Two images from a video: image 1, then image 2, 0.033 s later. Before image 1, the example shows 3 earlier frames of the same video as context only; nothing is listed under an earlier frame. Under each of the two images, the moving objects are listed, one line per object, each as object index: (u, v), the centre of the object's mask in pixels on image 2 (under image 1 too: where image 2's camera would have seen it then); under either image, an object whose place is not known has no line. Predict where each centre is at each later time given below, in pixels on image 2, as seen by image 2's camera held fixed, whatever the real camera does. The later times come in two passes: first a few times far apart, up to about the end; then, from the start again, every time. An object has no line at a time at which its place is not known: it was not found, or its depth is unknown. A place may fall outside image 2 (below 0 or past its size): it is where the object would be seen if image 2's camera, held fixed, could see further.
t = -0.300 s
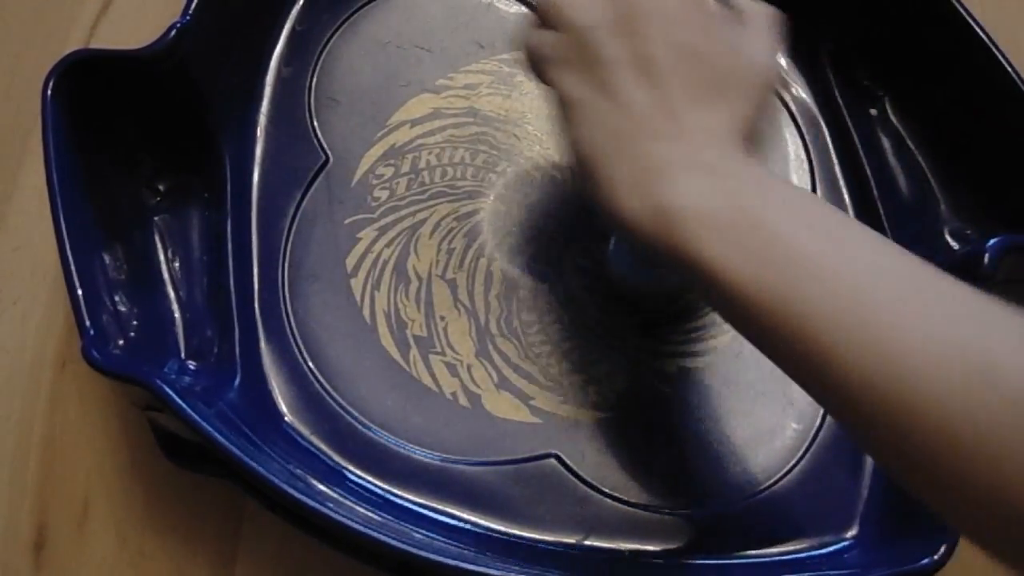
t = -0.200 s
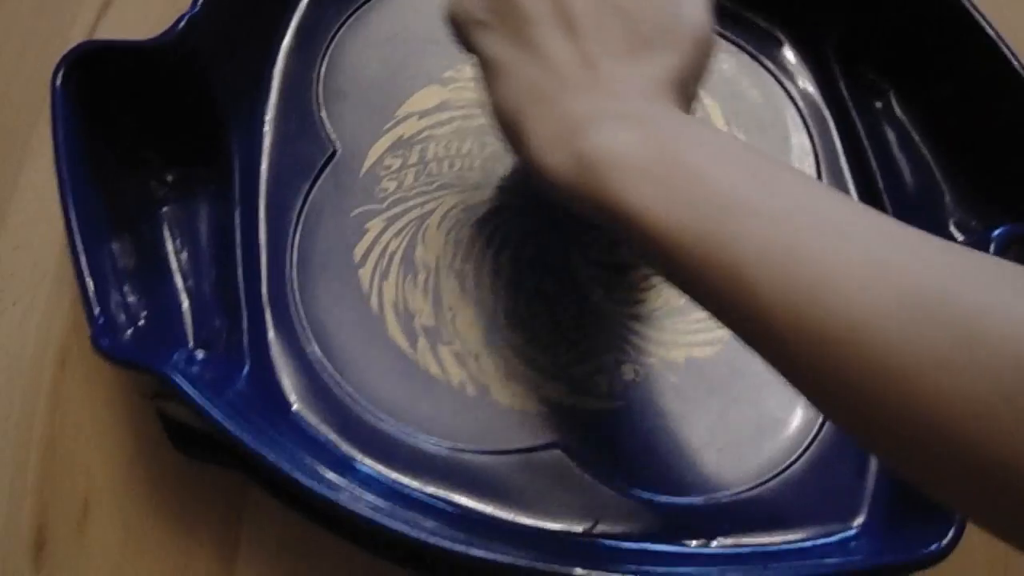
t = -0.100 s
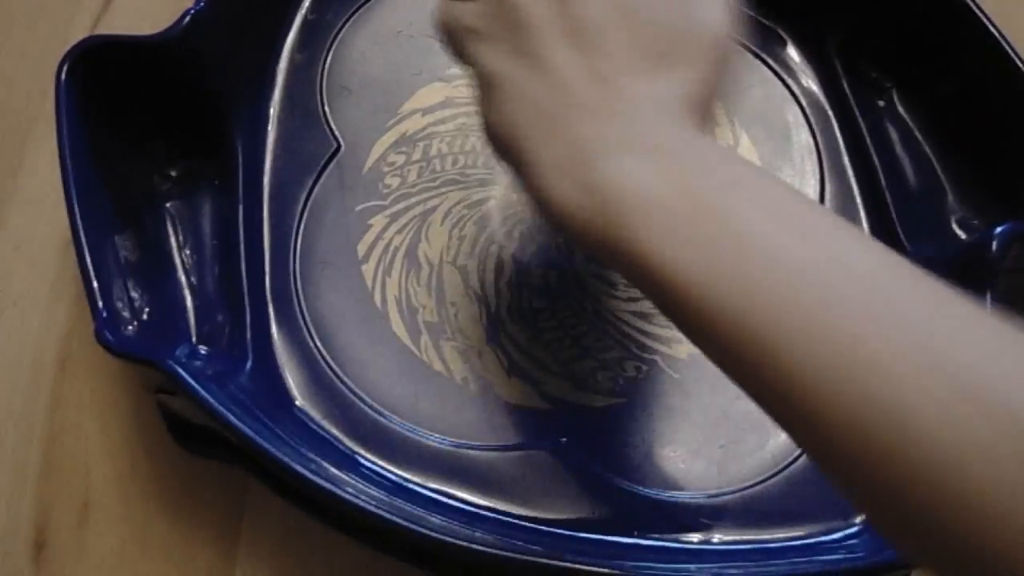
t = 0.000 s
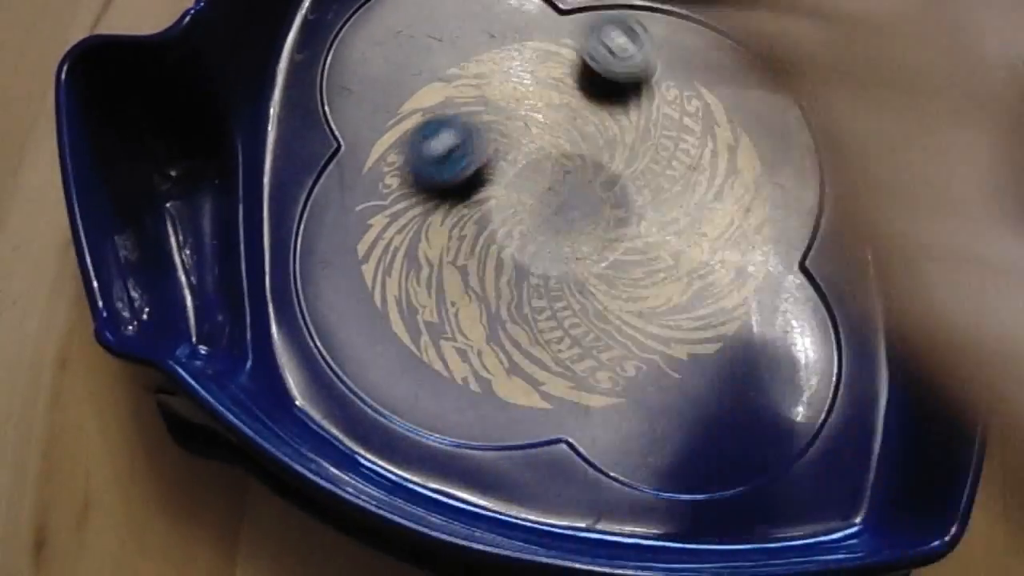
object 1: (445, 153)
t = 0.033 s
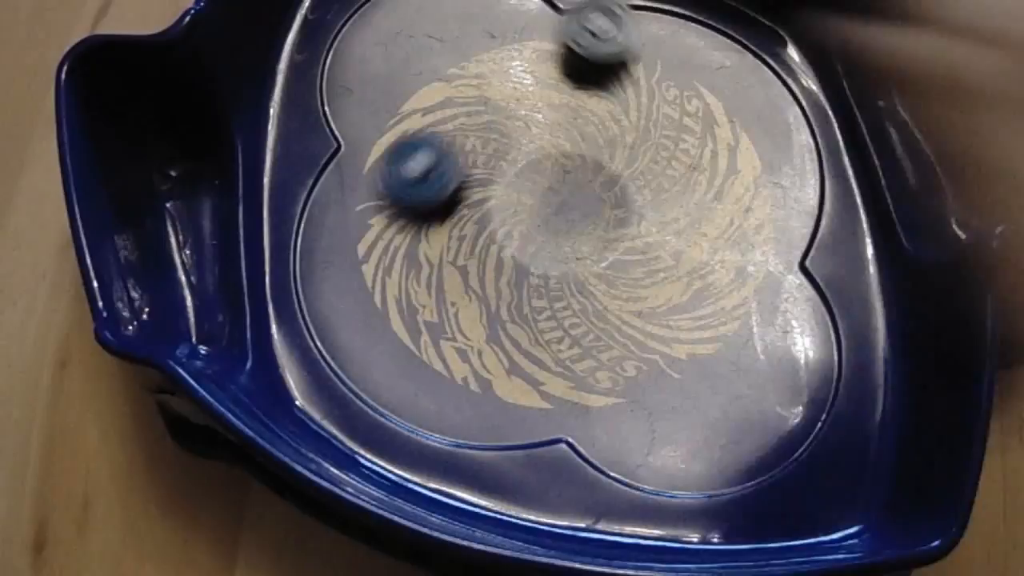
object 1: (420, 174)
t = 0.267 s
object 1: (395, 399)
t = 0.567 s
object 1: (751, 427)
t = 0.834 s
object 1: (797, 144)
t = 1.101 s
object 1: (510, 24)
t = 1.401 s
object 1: (296, 203)
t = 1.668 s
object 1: (514, 447)
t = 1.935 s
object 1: (847, 287)
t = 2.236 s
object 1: (641, 44)
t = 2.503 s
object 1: (339, 71)
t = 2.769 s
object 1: (345, 296)
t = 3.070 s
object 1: (718, 396)
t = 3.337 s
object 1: (787, 172)
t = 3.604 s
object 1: (533, 36)
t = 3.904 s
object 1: (289, 174)
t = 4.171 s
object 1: (433, 405)
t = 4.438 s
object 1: (751, 346)
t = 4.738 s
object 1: (747, 93)
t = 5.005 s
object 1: (530, 9)
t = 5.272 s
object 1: (329, 123)
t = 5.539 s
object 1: (373, 289)
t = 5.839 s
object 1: (648, 306)
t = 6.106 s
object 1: (737, 107)
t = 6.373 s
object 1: (575, 11)
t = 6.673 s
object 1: (374, 109)
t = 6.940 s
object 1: (395, 413)
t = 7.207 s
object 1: (700, 451)
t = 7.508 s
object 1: (823, 224)
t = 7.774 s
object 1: (623, 90)
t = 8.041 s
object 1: (398, 131)
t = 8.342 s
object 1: (321, 326)
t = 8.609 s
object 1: (541, 438)
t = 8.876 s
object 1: (727, 274)
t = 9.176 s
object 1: (674, 69)
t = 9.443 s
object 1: (493, 28)
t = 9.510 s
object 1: (446, 34)
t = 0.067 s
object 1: (399, 200)
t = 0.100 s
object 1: (384, 230)
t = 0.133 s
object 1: (373, 260)
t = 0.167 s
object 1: (369, 295)
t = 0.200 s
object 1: (370, 329)
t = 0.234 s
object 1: (378, 365)
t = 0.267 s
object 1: (395, 399)
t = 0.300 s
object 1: (422, 433)
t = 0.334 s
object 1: (458, 455)
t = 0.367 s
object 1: (499, 474)
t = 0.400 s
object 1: (541, 486)
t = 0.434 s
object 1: (582, 488)
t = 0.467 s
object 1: (625, 485)
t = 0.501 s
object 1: (667, 472)
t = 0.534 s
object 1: (712, 451)
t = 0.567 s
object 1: (751, 427)
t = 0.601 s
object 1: (786, 396)
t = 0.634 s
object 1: (815, 361)
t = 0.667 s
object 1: (839, 323)
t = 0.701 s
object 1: (848, 281)
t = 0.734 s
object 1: (852, 244)
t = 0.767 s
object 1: (840, 210)
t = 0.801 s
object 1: (821, 177)
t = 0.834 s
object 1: (797, 144)
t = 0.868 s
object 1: (768, 115)
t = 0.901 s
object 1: (742, 87)
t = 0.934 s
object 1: (706, 61)
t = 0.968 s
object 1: (671, 39)
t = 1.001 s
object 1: (632, 24)
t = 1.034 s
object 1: (591, 16)
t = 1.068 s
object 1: (548, 15)
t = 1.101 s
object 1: (510, 24)
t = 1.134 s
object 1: (472, 32)
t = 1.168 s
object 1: (432, 39)
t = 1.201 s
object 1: (392, 53)
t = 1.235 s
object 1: (355, 69)
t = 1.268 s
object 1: (318, 96)
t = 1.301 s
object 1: (288, 114)
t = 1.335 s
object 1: (293, 144)
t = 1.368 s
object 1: (294, 172)
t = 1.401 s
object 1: (296, 203)
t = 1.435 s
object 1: (305, 239)
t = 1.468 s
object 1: (314, 272)
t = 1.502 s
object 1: (330, 302)
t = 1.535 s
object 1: (354, 336)
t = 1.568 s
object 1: (384, 370)
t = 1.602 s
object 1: (417, 401)
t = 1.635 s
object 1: (465, 429)
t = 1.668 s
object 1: (514, 447)
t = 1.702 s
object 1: (564, 446)
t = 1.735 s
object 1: (617, 437)
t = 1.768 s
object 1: (667, 427)
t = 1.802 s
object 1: (717, 411)
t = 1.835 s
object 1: (760, 384)
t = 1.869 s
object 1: (798, 353)
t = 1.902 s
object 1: (829, 322)
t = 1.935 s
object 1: (847, 287)
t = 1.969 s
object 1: (853, 252)
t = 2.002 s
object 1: (832, 222)
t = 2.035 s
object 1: (810, 192)
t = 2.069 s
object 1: (788, 164)
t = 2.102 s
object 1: (763, 136)
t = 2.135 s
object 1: (737, 110)
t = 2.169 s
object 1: (706, 84)
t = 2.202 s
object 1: (673, 61)
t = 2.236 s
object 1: (641, 44)
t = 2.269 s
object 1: (604, 30)
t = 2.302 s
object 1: (565, 24)
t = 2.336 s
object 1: (527, 23)
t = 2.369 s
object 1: (488, 23)
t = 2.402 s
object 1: (449, 29)
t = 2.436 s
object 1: (411, 37)
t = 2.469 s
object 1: (374, 48)
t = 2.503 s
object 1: (339, 71)
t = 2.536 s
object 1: (309, 95)
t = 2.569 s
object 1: (288, 116)
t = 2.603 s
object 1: (292, 146)
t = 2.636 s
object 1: (293, 173)
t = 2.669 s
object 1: (301, 206)
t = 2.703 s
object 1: (313, 238)
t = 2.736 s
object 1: (328, 268)
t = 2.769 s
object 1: (345, 296)
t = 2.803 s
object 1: (372, 327)
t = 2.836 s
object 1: (403, 358)
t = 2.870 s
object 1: (439, 387)
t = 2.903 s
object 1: (482, 406)
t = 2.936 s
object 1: (528, 420)
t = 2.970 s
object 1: (575, 423)
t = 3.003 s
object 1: (626, 421)
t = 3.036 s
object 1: (672, 412)
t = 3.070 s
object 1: (718, 396)
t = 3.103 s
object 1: (758, 375)
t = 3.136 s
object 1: (794, 349)
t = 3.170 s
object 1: (827, 317)
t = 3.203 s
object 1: (842, 286)
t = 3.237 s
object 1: (850, 259)
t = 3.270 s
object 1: (835, 232)
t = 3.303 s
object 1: (810, 205)
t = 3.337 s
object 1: (787, 172)
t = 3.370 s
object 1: (759, 145)
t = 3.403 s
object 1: (732, 119)
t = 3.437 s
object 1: (702, 94)
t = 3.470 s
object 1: (670, 74)
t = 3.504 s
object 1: (640, 59)
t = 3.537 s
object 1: (607, 45)
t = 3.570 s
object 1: (570, 43)
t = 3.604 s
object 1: (533, 36)
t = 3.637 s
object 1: (497, 40)
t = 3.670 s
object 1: (461, 45)
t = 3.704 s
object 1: (428, 55)
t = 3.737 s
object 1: (393, 69)
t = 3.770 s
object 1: (362, 87)
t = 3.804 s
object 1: (328, 109)
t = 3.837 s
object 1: (311, 129)
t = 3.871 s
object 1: (299, 158)
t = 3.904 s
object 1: (289, 174)
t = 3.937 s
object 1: (294, 203)
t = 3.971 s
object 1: (302, 232)
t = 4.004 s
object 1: (314, 260)
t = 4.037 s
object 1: (327, 290)
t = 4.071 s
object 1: (347, 321)
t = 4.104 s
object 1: (371, 352)
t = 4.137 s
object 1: (400, 381)
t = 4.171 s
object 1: (433, 405)
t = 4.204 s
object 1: (478, 424)
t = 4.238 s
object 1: (517, 436)
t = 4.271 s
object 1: (560, 438)
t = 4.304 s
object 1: (606, 424)
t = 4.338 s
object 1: (647, 411)
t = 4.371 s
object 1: (685, 395)
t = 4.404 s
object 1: (721, 372)
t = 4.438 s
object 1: (751, 346)
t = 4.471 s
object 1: (777, 316)
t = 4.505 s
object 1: (796, 286)
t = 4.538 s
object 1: (801, 259)
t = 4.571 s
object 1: (793, 228)
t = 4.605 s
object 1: (783, 203)
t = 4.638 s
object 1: (776, 173)
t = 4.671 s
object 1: (768, 147)
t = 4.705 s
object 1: (760, 120)
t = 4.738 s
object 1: (747, 93)
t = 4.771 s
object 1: (728, 68)
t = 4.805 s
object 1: (707, 43)
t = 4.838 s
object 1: (684, 26)
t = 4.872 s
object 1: (655, 15)
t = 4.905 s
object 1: (623, 10)
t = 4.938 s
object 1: (588, 9)
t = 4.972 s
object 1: (560, 8)
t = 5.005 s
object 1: (530, 9)
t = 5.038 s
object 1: (498, 11)
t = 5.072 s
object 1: (467, 19)
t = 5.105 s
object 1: (439, 25)
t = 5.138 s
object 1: (411, 34)
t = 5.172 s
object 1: (384, 51)
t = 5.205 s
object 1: (360, 74)
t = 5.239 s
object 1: (340, 98)
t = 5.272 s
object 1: (329, 123)
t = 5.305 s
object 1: (325, 145)
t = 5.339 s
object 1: (326, 163)
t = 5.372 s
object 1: (326, 176)
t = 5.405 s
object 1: (328, 195)
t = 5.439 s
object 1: (333, 217)
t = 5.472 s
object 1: (341, 241)
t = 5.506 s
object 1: (354, 266)
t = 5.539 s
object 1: (373, 289)
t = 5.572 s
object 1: (398, 311)
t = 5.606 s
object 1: (424, 329)
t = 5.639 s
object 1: (456, 340)
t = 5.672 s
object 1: (491, 347)
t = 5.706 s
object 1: (523, 350)
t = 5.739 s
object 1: (558, 346)
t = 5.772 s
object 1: (590, 338)
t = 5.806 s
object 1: (620, 324)
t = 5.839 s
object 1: (648, 306)
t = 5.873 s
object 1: (673, 287)
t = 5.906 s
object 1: (694, 263)
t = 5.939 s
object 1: (713, 239)
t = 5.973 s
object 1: (725, 214)
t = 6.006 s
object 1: (736, 187)
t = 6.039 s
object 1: (741, 161)
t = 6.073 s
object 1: (742, 133)
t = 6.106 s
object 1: (737, 107)
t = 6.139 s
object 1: (727, 83)
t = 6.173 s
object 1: (715, 57)
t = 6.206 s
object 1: (699, 39)
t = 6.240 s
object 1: (677, 27)
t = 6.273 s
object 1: (652, 21)
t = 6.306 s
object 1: (624, 15)
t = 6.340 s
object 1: (602, 12)
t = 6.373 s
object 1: (575, 11)
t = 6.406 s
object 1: (550, 12)
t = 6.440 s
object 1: (524, 14)
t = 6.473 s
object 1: (501, 18)
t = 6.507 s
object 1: (477, 23)
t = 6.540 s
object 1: (451, 30)
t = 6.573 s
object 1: (427, 43)
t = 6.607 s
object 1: (407, 62)
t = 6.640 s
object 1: (389, 86)
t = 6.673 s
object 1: (374, 109)
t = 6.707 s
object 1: (342, 143)
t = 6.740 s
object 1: (313, 185)
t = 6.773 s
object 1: (303, 229)
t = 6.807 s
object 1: (305, 274)
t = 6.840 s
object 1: (322, 313)
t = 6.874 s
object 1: (343, 349)
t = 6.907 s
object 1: (368, 380)
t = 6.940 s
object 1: (395, 413)
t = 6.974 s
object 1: (430, 435)
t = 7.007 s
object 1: (473, 449)
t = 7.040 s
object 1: (514, 461)
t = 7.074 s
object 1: (554, 469)
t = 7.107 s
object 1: (589, 469)
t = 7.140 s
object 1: (627, 467)
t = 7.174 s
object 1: (664, 460)
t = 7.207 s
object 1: (700, 451)
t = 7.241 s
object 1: (735, 437)
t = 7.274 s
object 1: (768, 421)
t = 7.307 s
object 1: (797, 398)
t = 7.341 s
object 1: (823, 377)
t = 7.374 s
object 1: (843, 351)
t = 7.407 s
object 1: (854, 320)
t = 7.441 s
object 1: (855, 265)
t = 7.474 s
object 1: (839, 245)
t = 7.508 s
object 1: (823, 224)
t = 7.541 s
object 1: (803, 204)
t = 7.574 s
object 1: (782, 178)
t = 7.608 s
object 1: (758, 158)
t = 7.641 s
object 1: (735, 139)
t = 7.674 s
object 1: (708, 123)
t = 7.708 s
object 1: (680, 108)
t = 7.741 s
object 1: (652, 99)
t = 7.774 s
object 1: (623, 90)
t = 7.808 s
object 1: (594, 87)
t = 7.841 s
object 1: (564, 87)
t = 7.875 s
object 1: (536, 88)
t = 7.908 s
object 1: (506, 90)
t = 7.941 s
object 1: (478, 96)
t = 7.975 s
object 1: (451, 106)
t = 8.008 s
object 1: (424, 117)
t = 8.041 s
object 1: (398, 131)
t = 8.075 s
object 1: (376, 145)
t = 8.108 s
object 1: (354, 162)
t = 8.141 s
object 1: (335, 182)
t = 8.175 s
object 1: (317, 204)
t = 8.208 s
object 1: (305, 227)
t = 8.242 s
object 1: (297, 253)
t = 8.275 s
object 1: (304, 278)
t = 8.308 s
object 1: (312, 301)
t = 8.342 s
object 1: (321, 326)
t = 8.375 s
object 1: (333, 350)
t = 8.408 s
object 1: (348, 372)
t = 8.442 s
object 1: (367, 395)
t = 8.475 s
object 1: (390, 415)
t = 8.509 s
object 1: (420, 431)
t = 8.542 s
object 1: (459, 441)
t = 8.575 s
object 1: (498, 443)
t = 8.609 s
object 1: (541, 438)
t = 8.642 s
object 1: (578, 428)
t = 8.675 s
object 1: (613, 412)
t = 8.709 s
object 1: (643, 394)
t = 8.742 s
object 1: (666, 375)
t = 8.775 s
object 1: (688, 350)
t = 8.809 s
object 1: (705, 326)
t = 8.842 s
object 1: (718, 300)
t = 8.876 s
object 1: (727, 274)
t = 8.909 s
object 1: (733, 250)
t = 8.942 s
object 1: (736, 223)
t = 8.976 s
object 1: (735, 199)
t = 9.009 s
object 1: (731, 174)
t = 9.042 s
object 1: (725, 151)
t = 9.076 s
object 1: (716, 128)
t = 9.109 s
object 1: (704, 107)
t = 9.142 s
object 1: (690, 87)
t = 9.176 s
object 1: (674, 69)
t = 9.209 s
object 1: (657, 54)
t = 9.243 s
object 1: (638, 41)
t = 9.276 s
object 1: (616, 33)
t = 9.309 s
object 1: (592, 28)
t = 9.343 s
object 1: (568, 26)
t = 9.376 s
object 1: (542, 26)
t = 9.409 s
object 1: (517, 27)
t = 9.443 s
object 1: (493, 28)
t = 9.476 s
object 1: (469, 30)
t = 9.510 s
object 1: (446, 34)
